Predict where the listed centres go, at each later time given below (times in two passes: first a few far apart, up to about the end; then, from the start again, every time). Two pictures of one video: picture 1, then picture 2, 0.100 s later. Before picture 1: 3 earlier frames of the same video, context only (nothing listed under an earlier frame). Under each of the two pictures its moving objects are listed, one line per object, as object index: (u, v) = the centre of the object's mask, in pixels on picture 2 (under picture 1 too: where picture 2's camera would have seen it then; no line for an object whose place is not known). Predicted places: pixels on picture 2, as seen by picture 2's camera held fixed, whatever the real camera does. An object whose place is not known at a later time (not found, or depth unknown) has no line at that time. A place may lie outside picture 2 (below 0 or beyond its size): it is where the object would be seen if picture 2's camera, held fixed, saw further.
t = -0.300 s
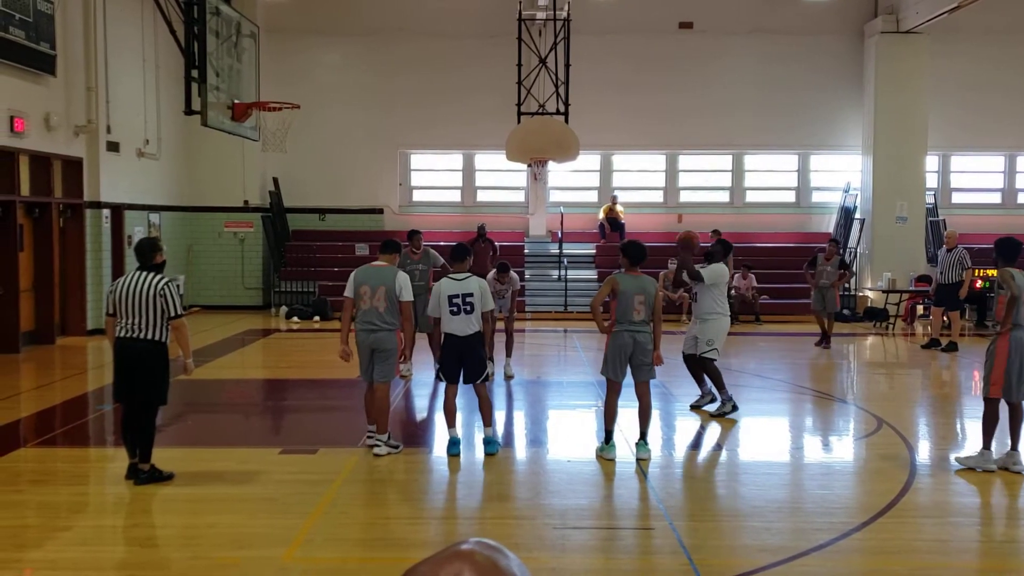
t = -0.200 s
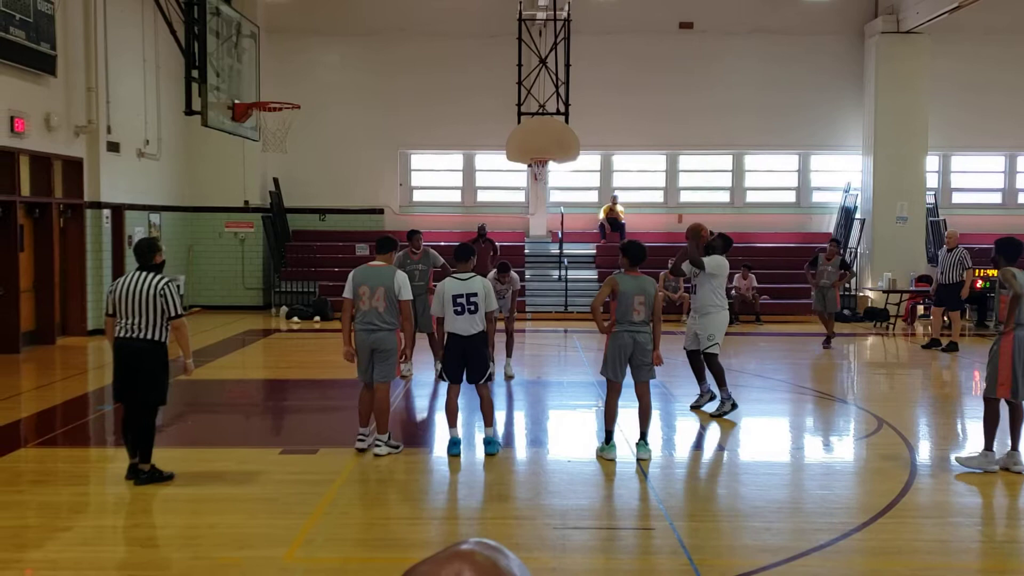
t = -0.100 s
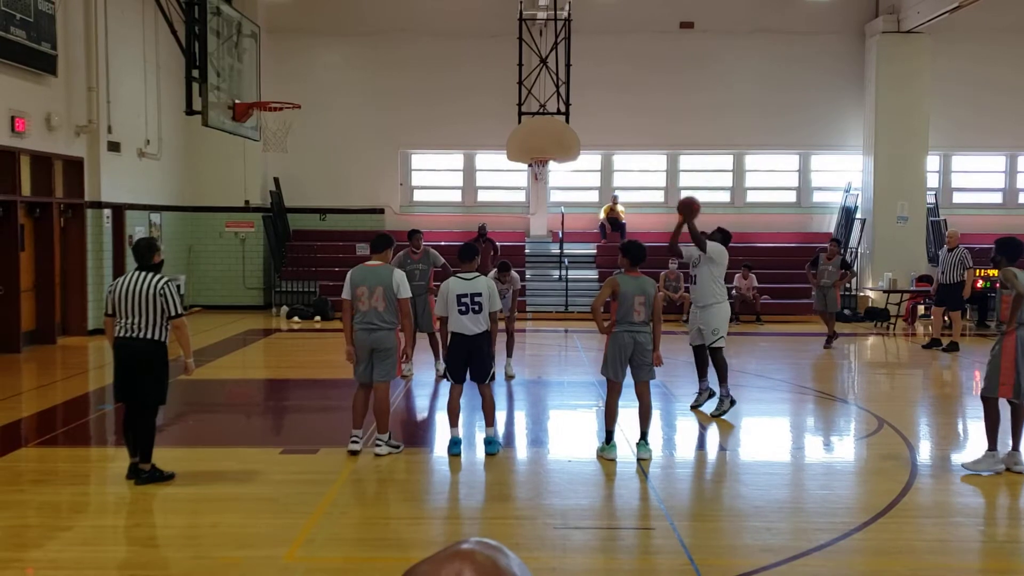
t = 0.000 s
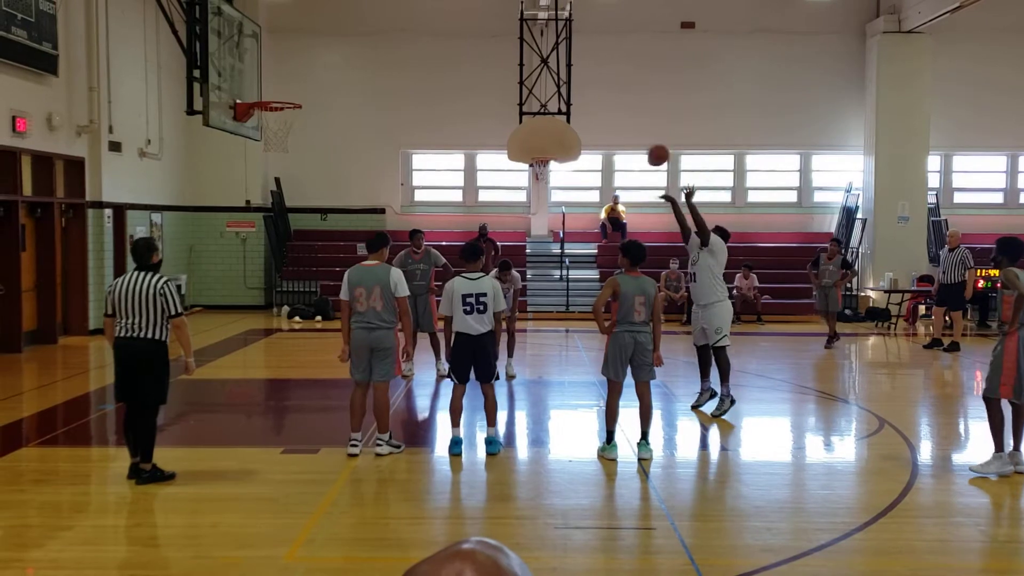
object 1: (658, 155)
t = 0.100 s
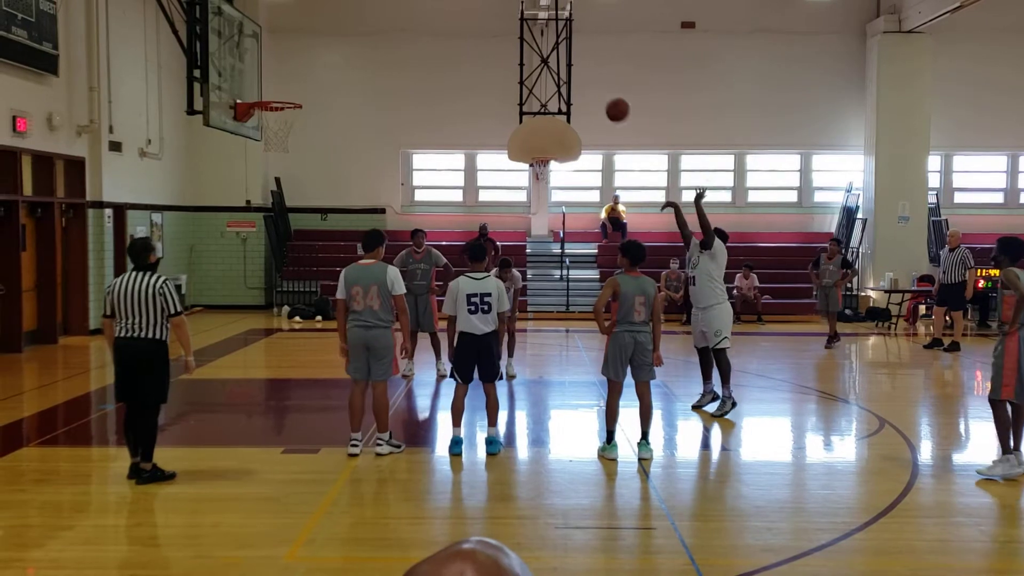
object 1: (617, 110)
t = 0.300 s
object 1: (536, 47)
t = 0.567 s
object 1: (429, 23)
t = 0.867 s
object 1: (310, 81)
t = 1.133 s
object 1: (272, 63)
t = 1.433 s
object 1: (243, 102)
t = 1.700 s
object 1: (252, 169)
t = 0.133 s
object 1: (604, 97)
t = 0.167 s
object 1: (590, 85)
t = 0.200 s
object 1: (577, 73)
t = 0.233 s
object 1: (563, 64)
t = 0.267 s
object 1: (550, 55)
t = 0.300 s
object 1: (536, 47)
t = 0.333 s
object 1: (523, 40)
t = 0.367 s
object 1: (509, 35)
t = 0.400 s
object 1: (496, 30)
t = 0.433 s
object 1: (482, 26)
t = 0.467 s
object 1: (469, 24)
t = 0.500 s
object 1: (456, 23)
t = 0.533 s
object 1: (442, 22)
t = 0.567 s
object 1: (429, 23)
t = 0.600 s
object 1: (415, 25)
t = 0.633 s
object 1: (402, 29)
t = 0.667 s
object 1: (389, 33)
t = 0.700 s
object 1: (376, 38)
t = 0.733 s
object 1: (362, 44)
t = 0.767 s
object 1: (349, 52)
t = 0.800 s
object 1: (336, 60)
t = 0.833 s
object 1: (323, 70)
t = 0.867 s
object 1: (310, 81)
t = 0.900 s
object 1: (297, 92)
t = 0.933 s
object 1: (293, 88)
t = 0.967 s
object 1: (289, 81)
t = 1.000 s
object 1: (286, 75)
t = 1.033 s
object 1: (282, 71)
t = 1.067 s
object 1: (279, 67)
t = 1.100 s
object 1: (276, 64)
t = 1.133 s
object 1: (272, 63)
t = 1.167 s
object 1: (269, 63)
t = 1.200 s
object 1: (266, 64)
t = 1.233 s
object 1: (263, 66)
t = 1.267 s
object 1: (259, 69)
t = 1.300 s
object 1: (256, 74)
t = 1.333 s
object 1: (253, 79)
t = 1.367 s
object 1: (249, 86)
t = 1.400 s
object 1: (246, 92)
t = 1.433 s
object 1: (243, 102)
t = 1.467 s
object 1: (240, 112)
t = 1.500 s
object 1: (240, 119)
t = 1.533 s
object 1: (242, 125)
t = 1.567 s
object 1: (244, 131)
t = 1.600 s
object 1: (246, 139)
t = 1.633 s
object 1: (248, 148)
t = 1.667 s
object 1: (250, 158)
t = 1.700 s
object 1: (252, 169)
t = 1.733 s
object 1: (255, 181)
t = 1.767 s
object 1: (257, 195)
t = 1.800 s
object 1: (259, 209)
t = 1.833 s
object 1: (261, 225)
